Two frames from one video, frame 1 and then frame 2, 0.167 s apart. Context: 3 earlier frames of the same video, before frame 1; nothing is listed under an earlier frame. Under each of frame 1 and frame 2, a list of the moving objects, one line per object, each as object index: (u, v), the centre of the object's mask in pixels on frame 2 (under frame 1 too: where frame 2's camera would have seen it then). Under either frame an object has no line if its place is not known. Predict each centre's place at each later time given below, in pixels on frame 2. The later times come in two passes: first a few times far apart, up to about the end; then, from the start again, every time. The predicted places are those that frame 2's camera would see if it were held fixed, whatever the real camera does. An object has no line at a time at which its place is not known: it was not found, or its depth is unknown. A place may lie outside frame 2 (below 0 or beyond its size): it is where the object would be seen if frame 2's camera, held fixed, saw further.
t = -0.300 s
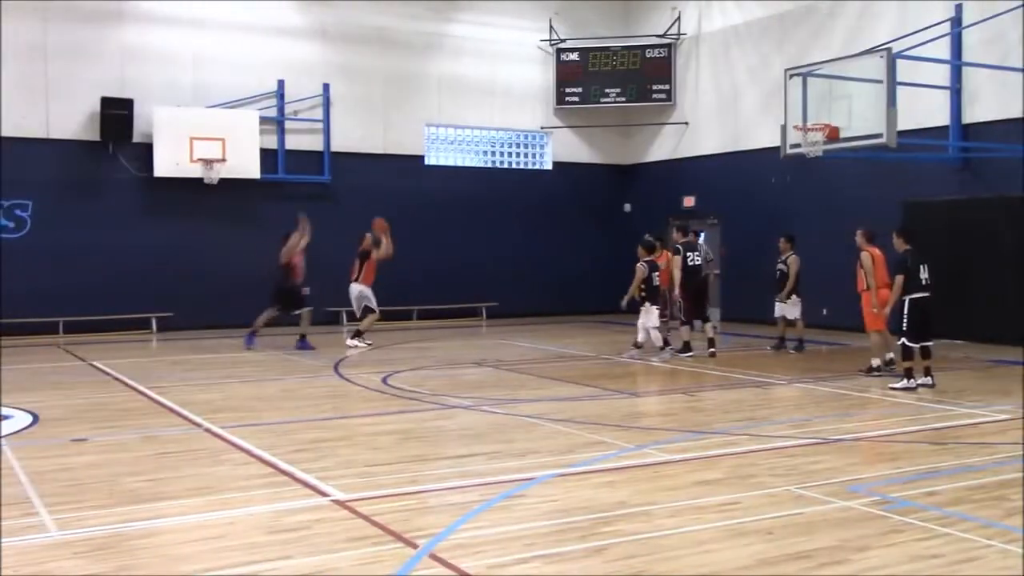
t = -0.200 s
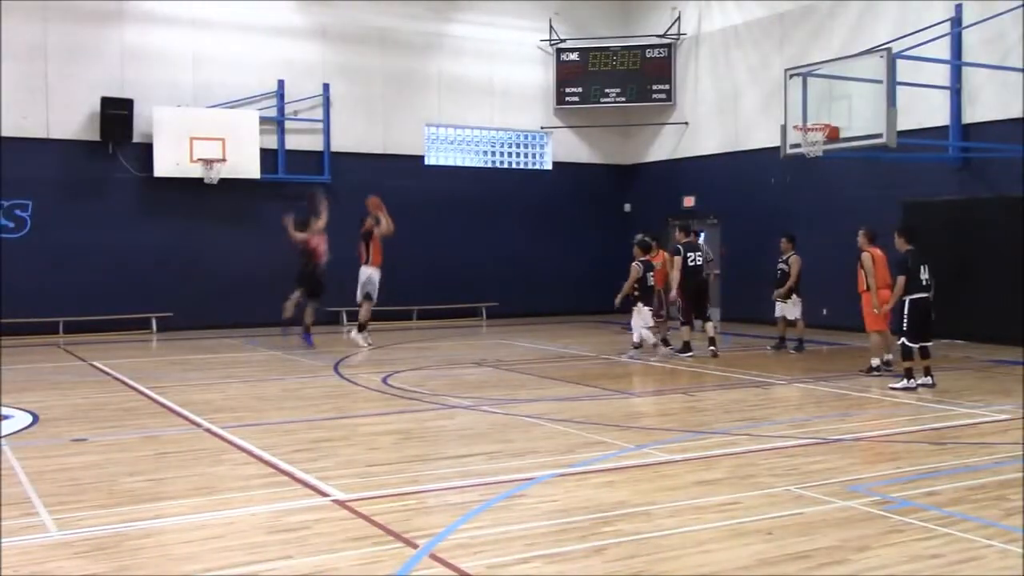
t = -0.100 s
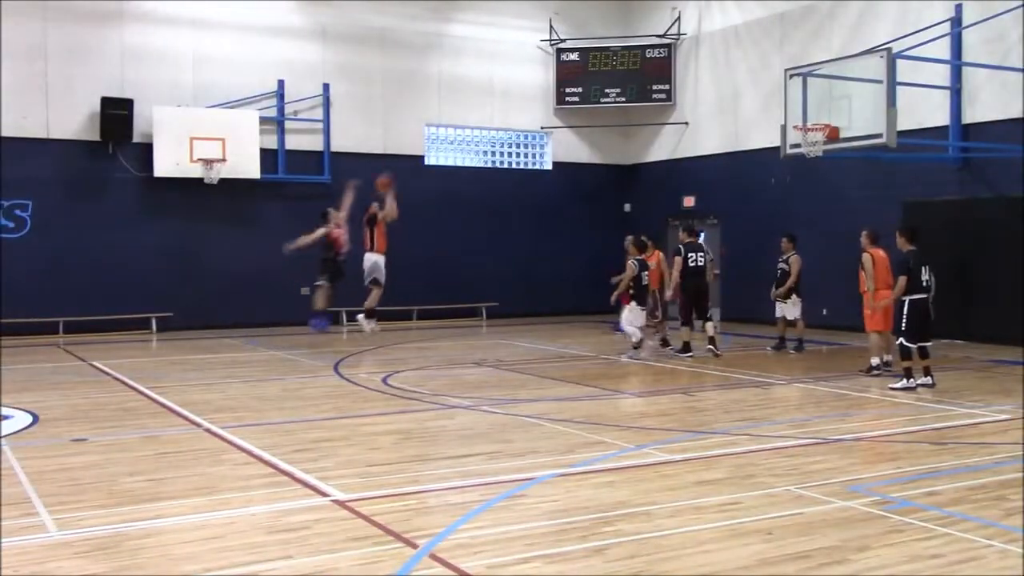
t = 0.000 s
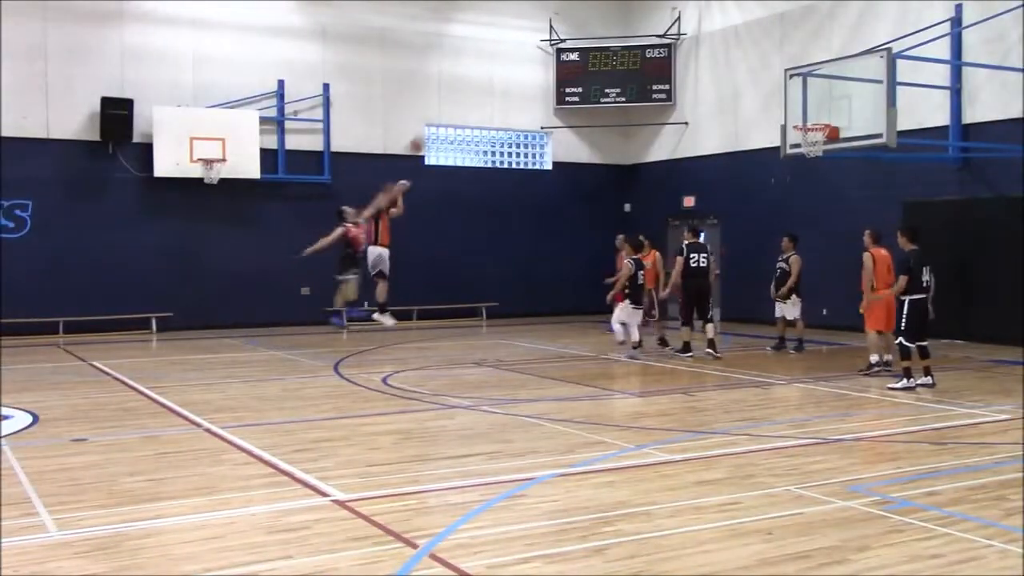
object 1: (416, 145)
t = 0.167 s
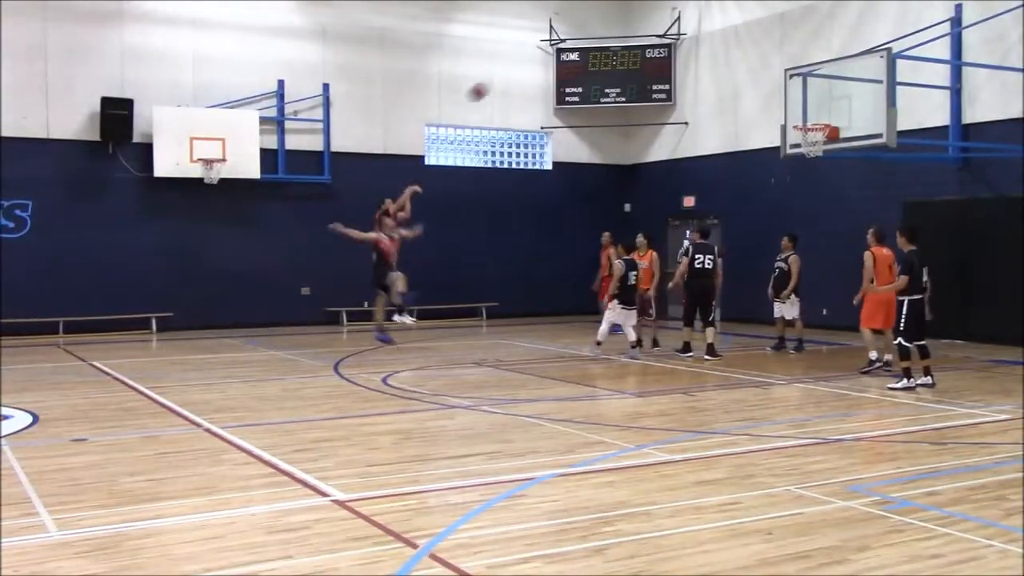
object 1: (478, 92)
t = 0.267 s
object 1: (515, 67)
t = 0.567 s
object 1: (632, 35)
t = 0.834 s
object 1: (741, 61)
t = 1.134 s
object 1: (846, 91)
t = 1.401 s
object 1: (863, 53)
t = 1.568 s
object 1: (864, 56)
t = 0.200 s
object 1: (490, 83)
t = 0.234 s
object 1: (503, 75)
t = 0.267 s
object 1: (515, 67)
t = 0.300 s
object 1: (528, 61)
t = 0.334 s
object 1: (540, 56)
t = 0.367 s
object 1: (555, 49)
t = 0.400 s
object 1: (567, 44)
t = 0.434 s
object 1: (581, 42)
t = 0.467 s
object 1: (594, 39)
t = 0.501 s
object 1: (605, 37)
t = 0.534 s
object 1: (618, 36)
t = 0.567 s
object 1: (632, 35)
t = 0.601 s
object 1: (646, 35)
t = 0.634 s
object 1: (659, 36)
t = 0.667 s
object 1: (673, 39)
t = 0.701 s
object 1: (687, 42)
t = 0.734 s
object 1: (699, 45)
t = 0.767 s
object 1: (714, 49)
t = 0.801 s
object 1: (727, 55)
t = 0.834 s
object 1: (741, 61)
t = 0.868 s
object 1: (754, 68)
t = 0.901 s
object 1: (768, 75)
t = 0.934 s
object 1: (782, 84)
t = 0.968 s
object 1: (797, 94)
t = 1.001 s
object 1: (814, 104)
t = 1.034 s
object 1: (826, 115)
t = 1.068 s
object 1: (833, 109)
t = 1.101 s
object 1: (840, 99)
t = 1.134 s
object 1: (846, 91)
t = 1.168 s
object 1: (853, 84)
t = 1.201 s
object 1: (860, 76)
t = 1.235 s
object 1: (863, 70)
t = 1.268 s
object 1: (863, 65)
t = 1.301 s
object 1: (863, 60)
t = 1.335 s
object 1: (863, 57)
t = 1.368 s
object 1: (863, 54)
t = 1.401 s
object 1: (863, 53)
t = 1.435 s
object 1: (863, 51)
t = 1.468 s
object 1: (863, 52)
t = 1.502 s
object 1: (863, 52)
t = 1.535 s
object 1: (864, 53)
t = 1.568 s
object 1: (864, 56)
